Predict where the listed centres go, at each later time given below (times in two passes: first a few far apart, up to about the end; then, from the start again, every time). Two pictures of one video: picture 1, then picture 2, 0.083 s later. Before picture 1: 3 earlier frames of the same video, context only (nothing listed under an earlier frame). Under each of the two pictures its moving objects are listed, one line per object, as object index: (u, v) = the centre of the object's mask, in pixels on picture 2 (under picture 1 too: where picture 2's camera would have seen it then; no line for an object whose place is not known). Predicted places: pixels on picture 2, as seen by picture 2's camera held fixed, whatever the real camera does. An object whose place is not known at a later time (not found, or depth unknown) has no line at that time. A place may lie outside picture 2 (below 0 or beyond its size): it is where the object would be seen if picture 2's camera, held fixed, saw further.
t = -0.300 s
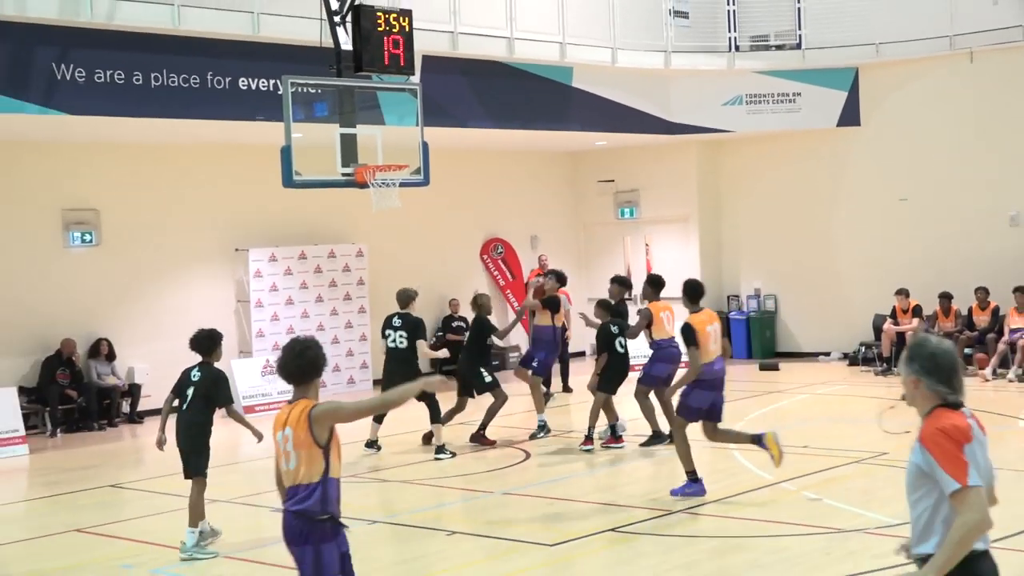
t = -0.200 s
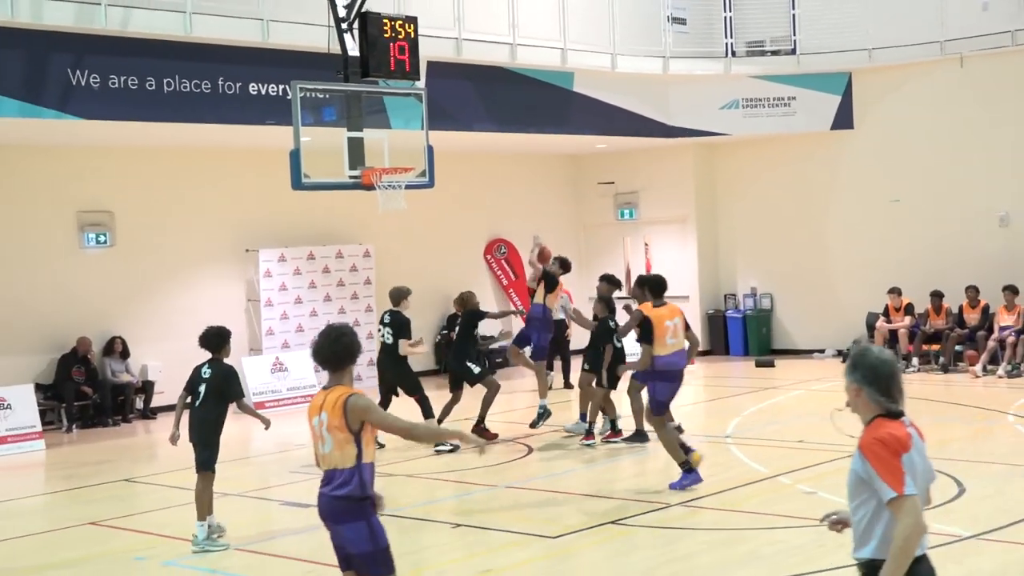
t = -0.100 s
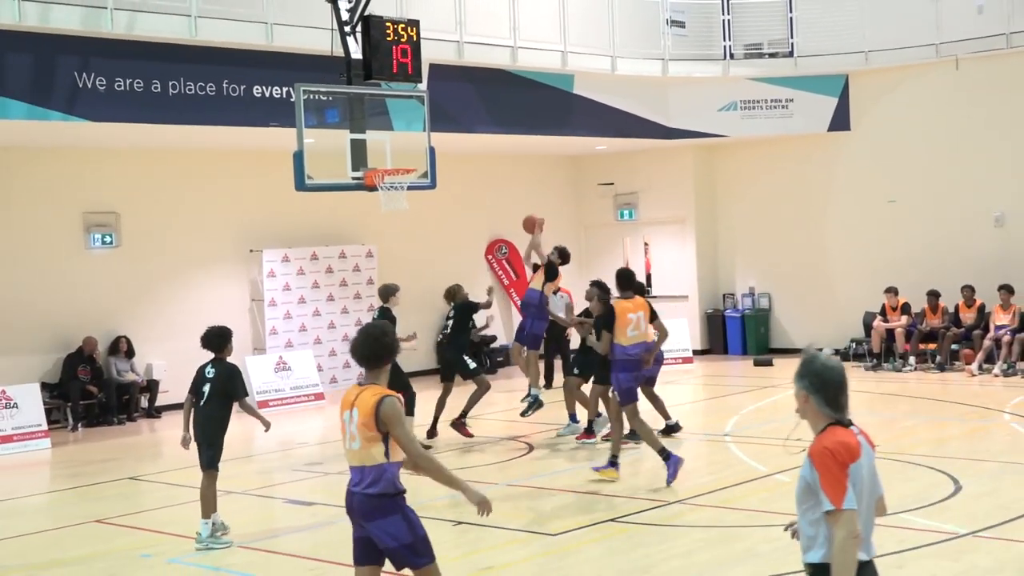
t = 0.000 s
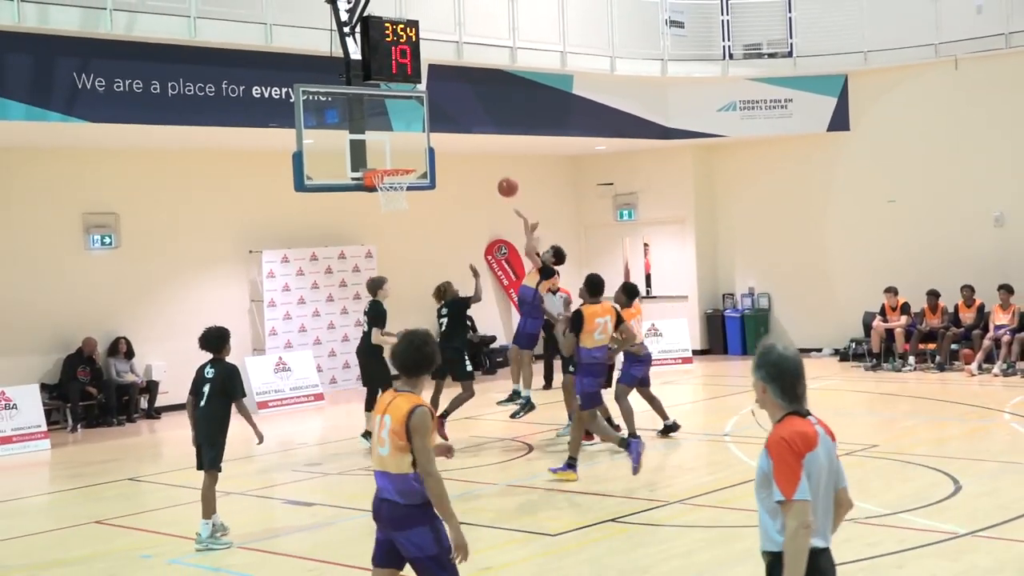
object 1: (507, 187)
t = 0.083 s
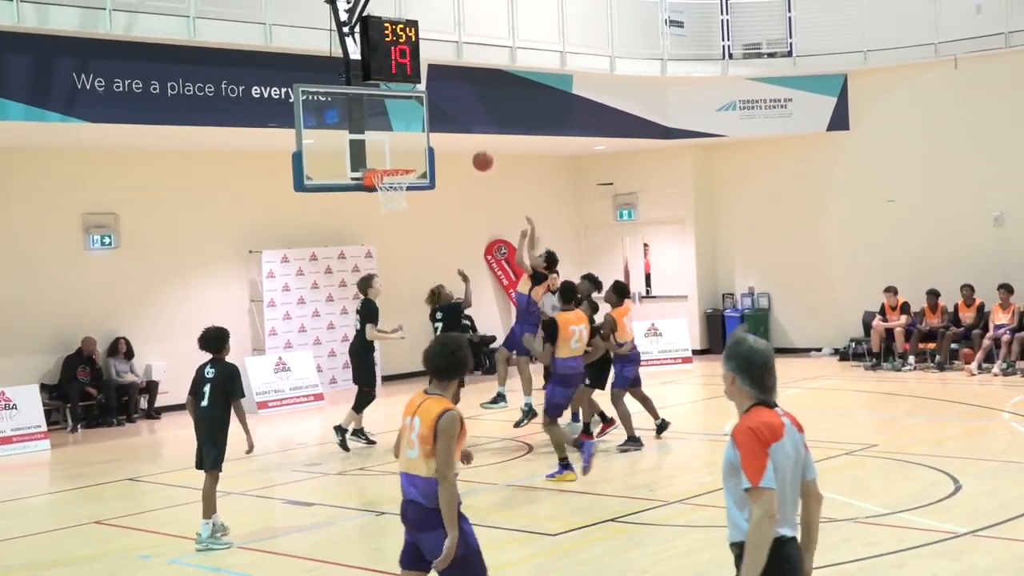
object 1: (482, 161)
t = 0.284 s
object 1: (424, 122)
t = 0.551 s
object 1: (389, 128)
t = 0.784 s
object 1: (372, 149)
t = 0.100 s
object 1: (477, 156)
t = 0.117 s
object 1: (473, 152)
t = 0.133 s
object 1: (467, 148)
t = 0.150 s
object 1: (463, 144)
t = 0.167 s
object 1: (458, 140)
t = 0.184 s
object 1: (453, 137)
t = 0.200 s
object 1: (448, 134)
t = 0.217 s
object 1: (444, 131)
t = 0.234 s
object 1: (438, 128)
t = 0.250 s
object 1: (434, 126)
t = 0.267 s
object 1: (429, 124)
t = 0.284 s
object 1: (424, 122)
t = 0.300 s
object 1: (419, 120)
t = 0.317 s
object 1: (413, 118)
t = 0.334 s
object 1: (409, 117)
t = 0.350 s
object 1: (407, 117)
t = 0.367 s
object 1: (405, 116)
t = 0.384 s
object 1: (404, 116)
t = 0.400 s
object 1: (402, 116)
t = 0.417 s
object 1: (401, 117)
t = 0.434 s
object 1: (399, 117)
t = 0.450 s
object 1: (398, 118)
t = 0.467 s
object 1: (397, 119)
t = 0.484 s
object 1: (395, 120)
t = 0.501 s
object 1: (394, 122)
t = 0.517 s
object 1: (392, 124)
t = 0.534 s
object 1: (391, 125)
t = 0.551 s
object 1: (389, 128)
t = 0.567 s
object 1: (388, 131)
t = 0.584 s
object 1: (386, 134)
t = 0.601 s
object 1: (385, 137)
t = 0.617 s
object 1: (384, 140)
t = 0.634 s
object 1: (382, 144)
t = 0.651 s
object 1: (381, 148)
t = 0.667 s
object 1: (380, 152)
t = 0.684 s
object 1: (378, 156)
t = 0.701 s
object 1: (377, 159)
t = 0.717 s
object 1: (376, 157)
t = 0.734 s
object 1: (375, 155)
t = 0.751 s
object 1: (374, 152)
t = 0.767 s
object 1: (373, 150)
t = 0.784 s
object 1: (372, 149)
